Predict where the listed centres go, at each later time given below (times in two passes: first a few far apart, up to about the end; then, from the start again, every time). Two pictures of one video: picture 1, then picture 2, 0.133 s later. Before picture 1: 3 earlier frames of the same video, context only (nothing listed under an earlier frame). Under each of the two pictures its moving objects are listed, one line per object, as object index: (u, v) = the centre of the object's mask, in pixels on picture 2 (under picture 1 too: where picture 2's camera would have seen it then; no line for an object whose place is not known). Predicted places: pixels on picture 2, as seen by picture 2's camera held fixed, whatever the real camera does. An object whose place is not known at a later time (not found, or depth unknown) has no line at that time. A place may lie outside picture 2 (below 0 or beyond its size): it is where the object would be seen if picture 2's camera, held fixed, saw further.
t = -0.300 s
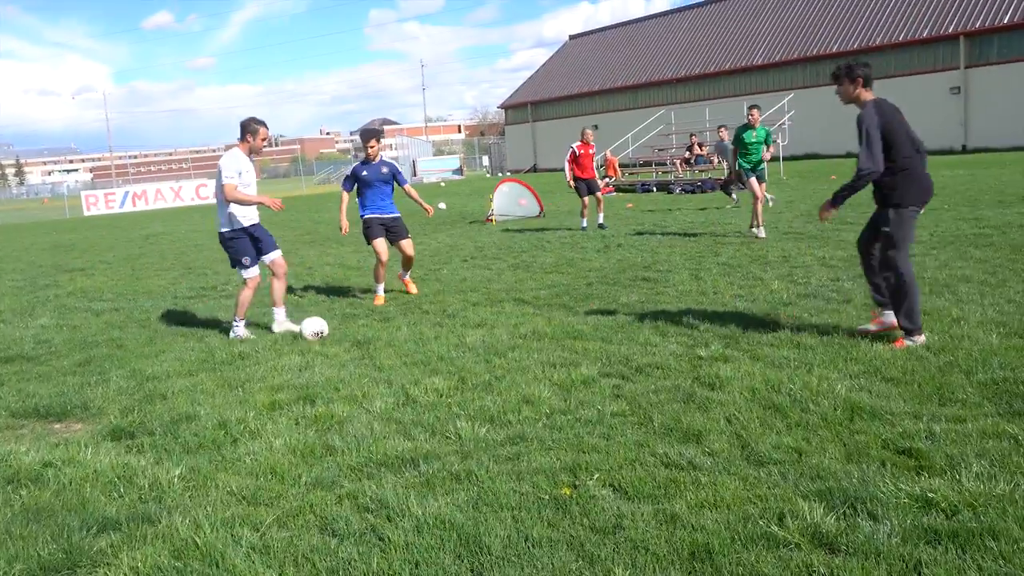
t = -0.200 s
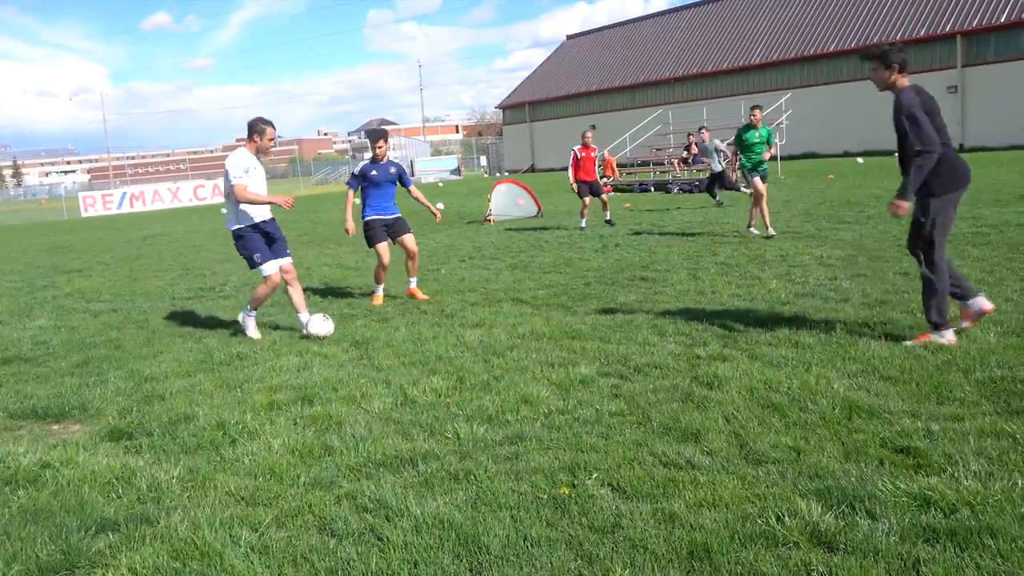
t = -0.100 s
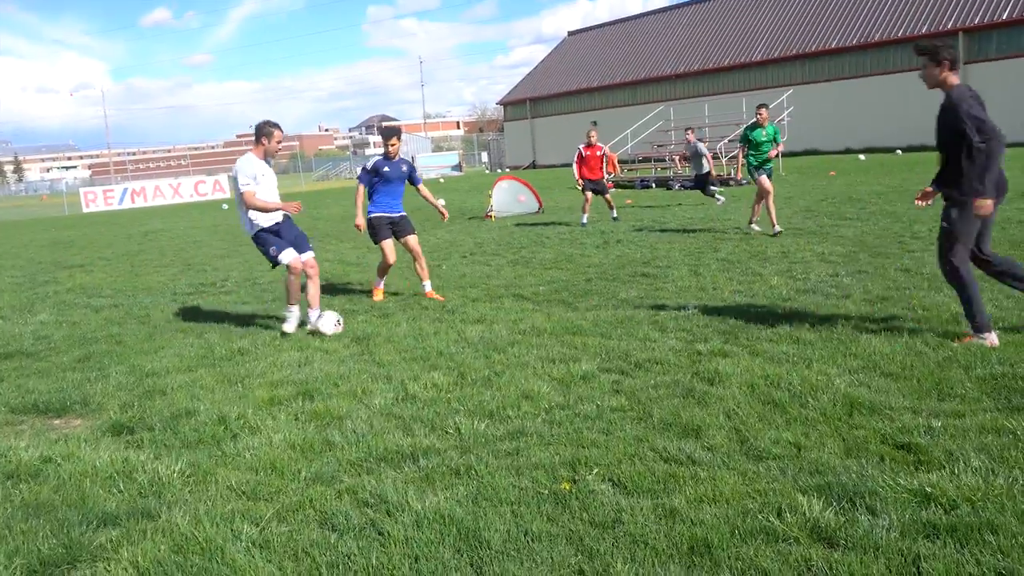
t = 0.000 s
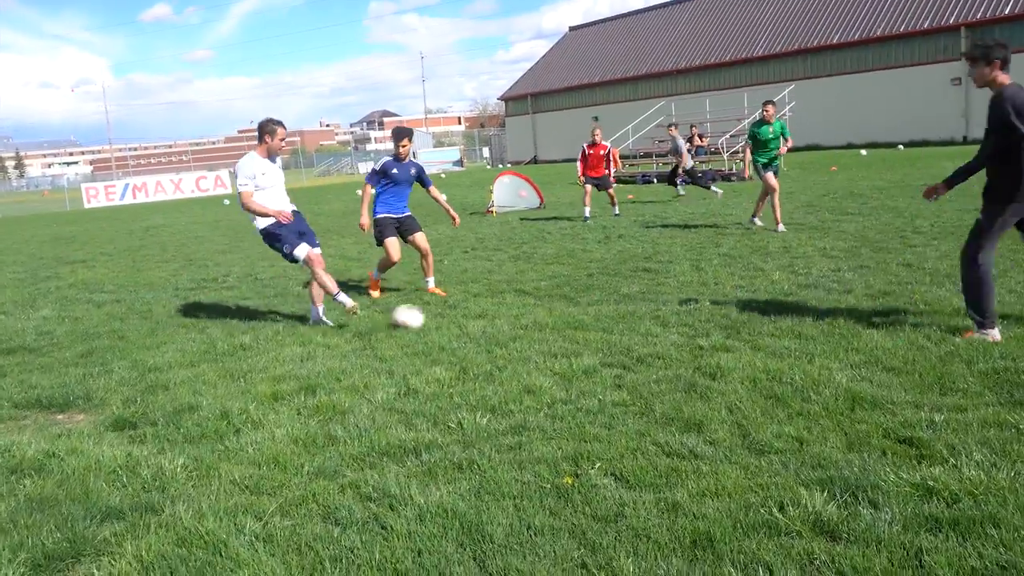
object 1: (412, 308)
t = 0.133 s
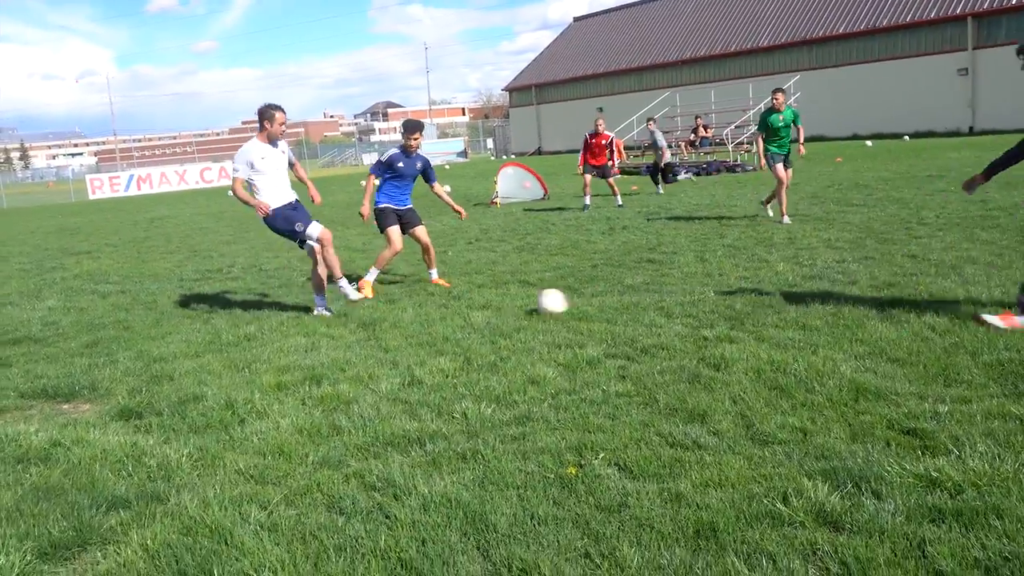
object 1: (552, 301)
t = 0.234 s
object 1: (642, 294)
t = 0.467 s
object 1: (847, 288)
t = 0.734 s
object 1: (1045, 285)
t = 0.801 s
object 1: (1083, 285)
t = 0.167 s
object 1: (581, 298)
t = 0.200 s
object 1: (611, 296)
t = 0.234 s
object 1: (642, 294)
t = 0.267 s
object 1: (673, 292)
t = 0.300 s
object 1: (704, 292)
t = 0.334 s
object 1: (735, 293)
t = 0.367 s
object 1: (767, 295)
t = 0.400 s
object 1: (794, 294)
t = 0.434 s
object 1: (821, 291)
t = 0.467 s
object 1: (847, 288)
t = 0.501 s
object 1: (873, 288)
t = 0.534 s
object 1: (899, 288)
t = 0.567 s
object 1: (922, 287)
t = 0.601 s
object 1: (950, 288)
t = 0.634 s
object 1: (976, 287)
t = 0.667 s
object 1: (998, 286)
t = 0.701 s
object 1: (1021, 285)
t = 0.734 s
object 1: (1045, 285)
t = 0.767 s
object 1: (1069, 285)
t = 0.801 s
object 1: (1083, 285)
